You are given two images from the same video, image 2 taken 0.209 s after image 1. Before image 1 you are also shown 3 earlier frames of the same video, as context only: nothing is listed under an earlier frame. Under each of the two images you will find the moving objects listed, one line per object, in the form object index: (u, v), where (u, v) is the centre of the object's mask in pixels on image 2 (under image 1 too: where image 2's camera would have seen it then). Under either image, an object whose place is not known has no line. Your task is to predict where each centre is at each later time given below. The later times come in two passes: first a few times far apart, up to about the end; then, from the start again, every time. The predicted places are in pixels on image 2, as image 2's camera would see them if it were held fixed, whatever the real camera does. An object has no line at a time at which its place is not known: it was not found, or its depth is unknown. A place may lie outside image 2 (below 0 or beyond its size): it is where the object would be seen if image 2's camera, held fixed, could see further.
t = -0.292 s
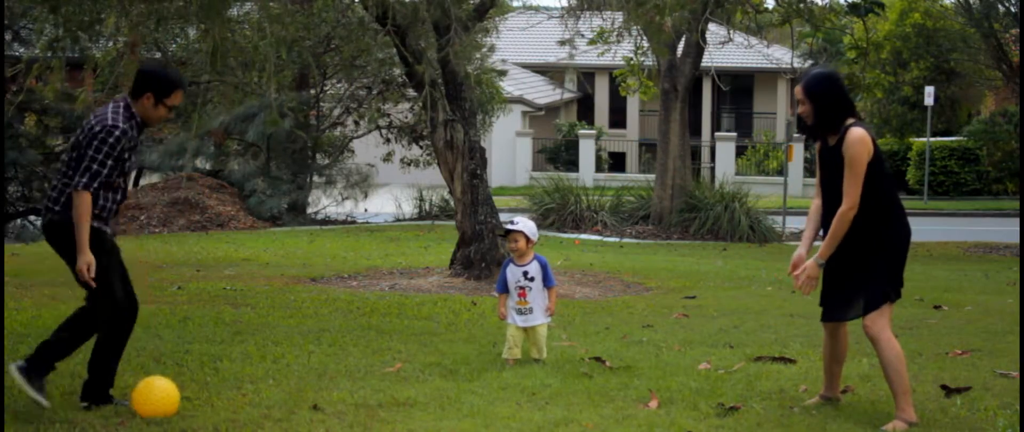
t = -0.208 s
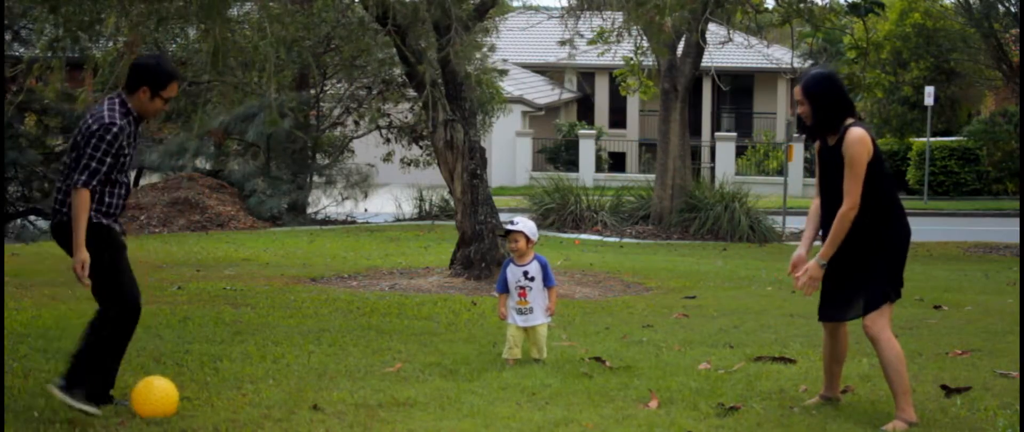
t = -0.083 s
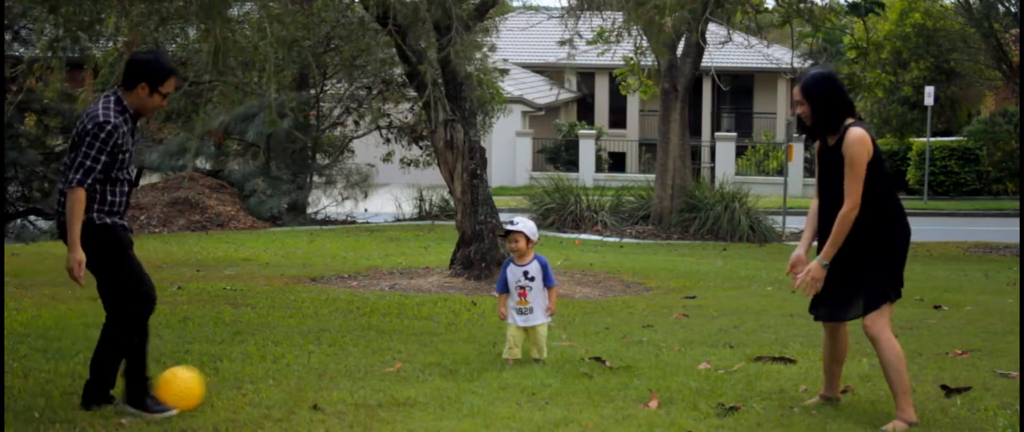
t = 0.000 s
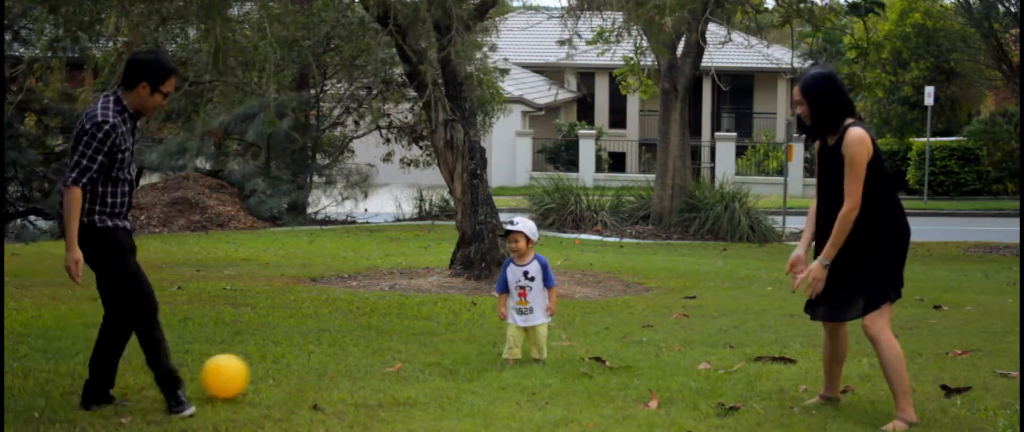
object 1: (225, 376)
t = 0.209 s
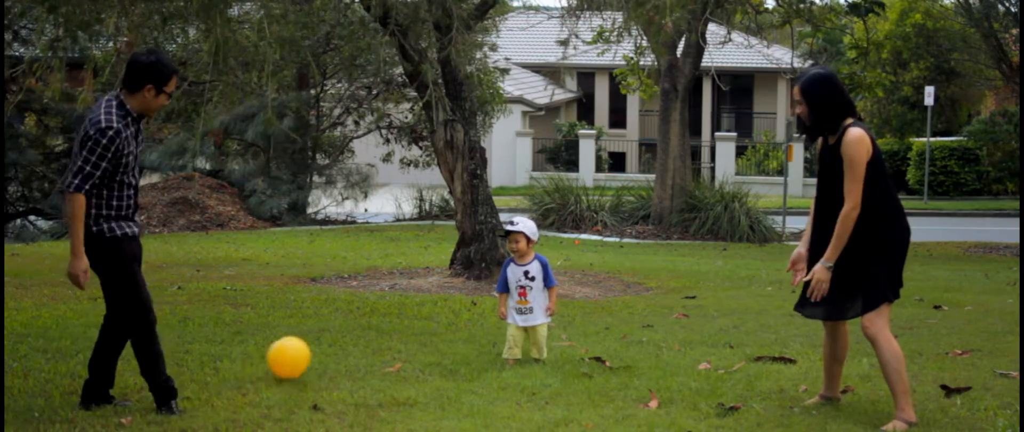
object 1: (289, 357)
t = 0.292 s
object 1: (303, 357)
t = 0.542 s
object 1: (340, 350)
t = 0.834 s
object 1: (372, 343)
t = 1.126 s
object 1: (396, 336)
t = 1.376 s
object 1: (413, 333)
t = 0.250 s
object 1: (296, 356)
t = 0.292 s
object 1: (303, 357)
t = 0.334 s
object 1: (311, 360)
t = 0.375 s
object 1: (318, 360)
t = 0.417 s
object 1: (324, 357)
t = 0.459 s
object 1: (330, 354)
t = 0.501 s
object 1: (335, 351)
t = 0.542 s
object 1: (340, 350)
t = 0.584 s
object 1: (345, 349)
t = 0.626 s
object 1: (350, 349)
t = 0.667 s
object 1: (354, 347)
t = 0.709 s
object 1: (358, 345)
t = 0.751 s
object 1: (363, 344)
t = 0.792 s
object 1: (367, 343)
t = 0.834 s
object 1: (372, 343)
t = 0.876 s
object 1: (376, 341)
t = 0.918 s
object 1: (380, 341)
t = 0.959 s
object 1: (383, 341)
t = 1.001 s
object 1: (386, 340)
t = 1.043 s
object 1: (389, 338)
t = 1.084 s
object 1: (393, 337)
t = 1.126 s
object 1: (396, 336)
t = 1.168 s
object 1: (398, 335)
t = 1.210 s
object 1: (402, 333)
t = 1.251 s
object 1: (404, 333)
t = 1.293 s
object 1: (407, 333)
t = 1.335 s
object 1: (411, 334)
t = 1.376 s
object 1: (413, 333)
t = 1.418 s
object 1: (416, 332)
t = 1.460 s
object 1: (418, 331)
